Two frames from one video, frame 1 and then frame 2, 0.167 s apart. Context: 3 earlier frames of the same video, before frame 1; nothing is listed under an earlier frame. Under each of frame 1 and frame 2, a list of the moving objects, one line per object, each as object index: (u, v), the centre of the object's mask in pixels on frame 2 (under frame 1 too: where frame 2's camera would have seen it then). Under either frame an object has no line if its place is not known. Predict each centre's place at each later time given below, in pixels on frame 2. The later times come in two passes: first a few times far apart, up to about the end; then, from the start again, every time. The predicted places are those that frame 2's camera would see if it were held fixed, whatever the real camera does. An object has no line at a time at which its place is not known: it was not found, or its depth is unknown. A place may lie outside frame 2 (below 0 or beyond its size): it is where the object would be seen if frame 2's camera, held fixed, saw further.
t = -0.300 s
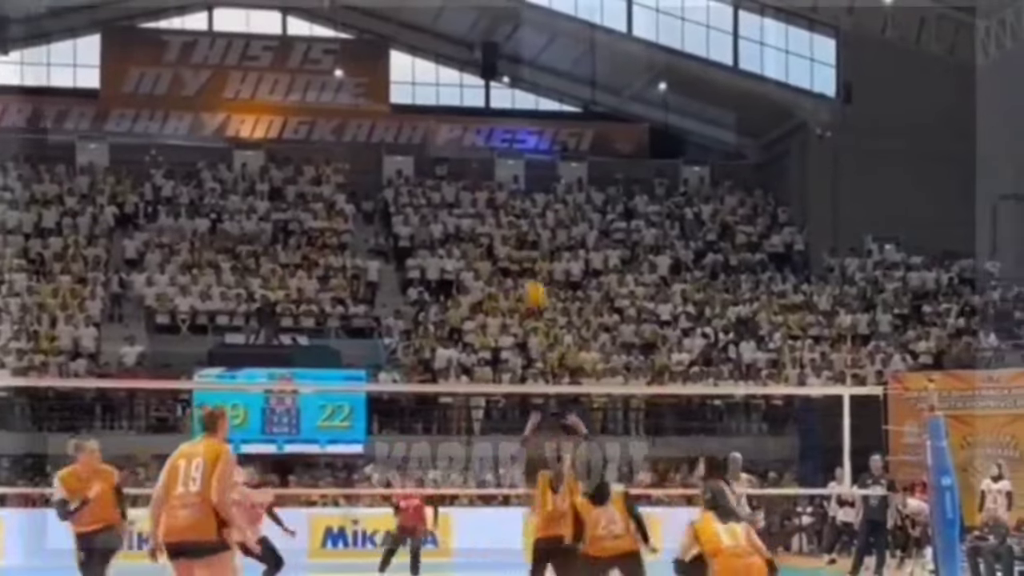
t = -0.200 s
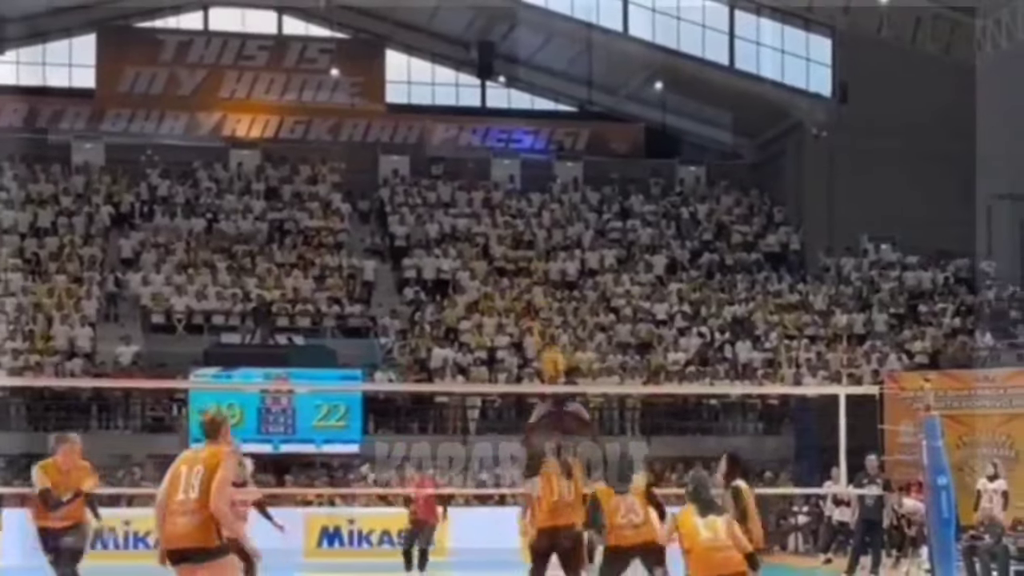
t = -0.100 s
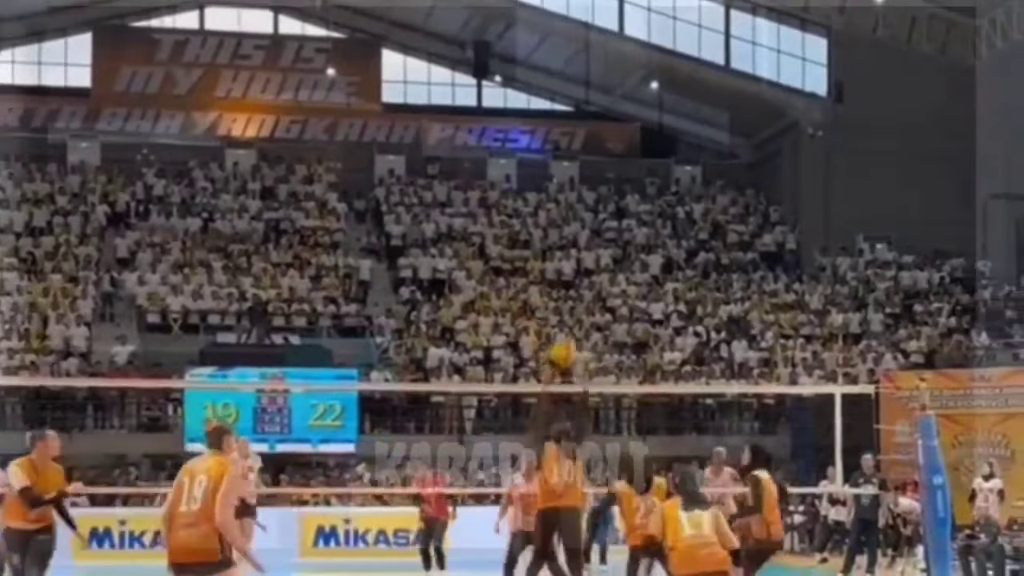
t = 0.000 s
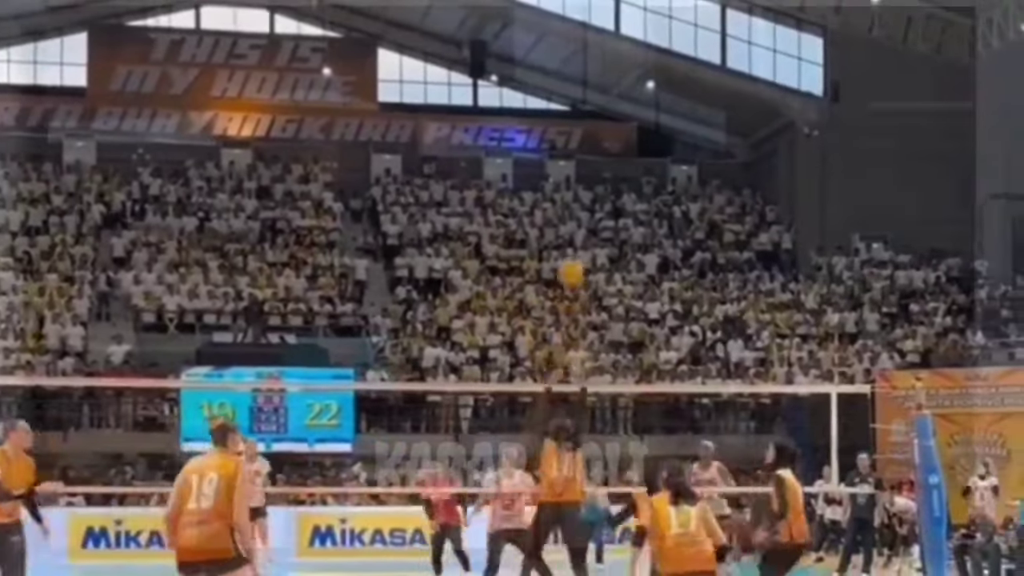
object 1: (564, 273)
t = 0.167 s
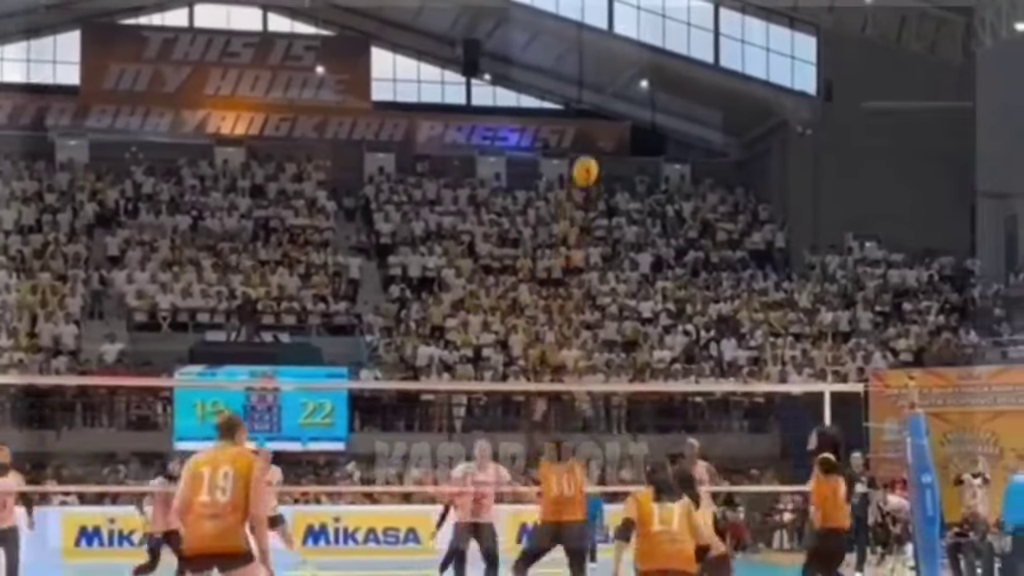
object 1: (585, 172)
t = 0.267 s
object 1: (597, 128)
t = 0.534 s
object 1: (627, 68)
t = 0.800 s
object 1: (657, 89)
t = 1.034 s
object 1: (681, 172)
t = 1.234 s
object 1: (702, 289)
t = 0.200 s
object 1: (589, 156)
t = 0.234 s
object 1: (593, 141)
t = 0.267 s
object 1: (597, 128)
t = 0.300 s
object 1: (600, 115)
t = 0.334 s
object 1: (604, 104)
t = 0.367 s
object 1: (608, 96)
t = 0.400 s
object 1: (612, 87)
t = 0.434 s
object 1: (616, 80)
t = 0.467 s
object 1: (619, 75)
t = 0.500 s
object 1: (623, 70)
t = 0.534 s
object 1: (627, 68)
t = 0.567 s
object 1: (630, 66)
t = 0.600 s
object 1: (634, 66)
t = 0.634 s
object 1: (638, 67)
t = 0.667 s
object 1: (641, 67)
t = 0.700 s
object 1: (645, 71)
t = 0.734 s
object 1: (649, 75)
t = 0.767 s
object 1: (653, 82)
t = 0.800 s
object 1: (657, 89)
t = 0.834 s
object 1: (660, 97)
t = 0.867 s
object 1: (663, 106)
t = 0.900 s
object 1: (667, 117)
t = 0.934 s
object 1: (671, 129)
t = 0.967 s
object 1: (674, 142)
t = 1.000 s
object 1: (678, 157)
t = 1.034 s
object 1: (681, 172)
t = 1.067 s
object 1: (684, 188)
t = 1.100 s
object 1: (688, 206)
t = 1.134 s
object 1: (691, 225)
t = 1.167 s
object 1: (694, 246)
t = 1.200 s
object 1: (697, 266)
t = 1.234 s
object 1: (702, 289)
